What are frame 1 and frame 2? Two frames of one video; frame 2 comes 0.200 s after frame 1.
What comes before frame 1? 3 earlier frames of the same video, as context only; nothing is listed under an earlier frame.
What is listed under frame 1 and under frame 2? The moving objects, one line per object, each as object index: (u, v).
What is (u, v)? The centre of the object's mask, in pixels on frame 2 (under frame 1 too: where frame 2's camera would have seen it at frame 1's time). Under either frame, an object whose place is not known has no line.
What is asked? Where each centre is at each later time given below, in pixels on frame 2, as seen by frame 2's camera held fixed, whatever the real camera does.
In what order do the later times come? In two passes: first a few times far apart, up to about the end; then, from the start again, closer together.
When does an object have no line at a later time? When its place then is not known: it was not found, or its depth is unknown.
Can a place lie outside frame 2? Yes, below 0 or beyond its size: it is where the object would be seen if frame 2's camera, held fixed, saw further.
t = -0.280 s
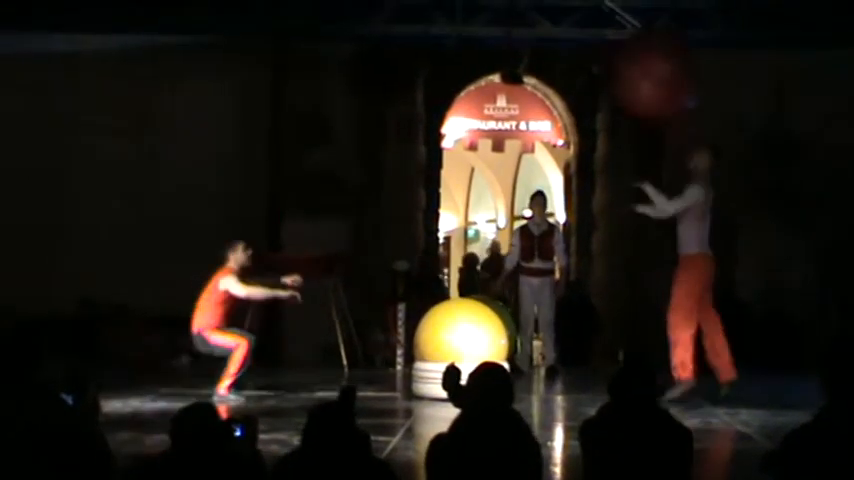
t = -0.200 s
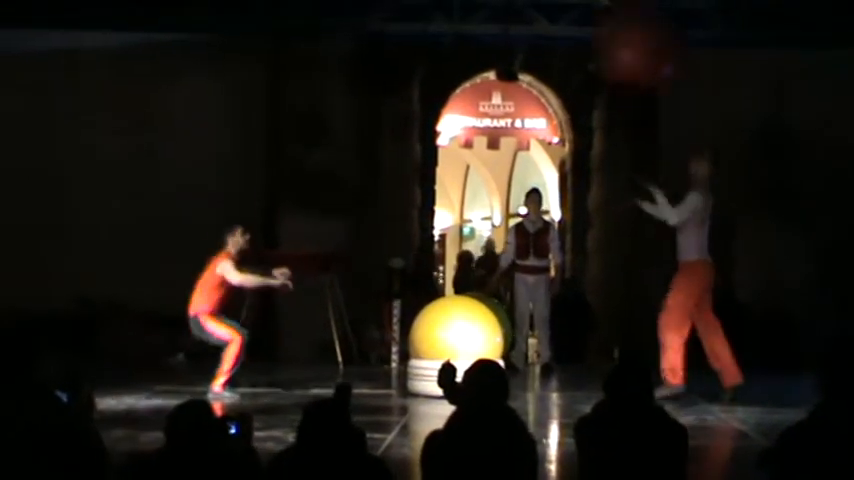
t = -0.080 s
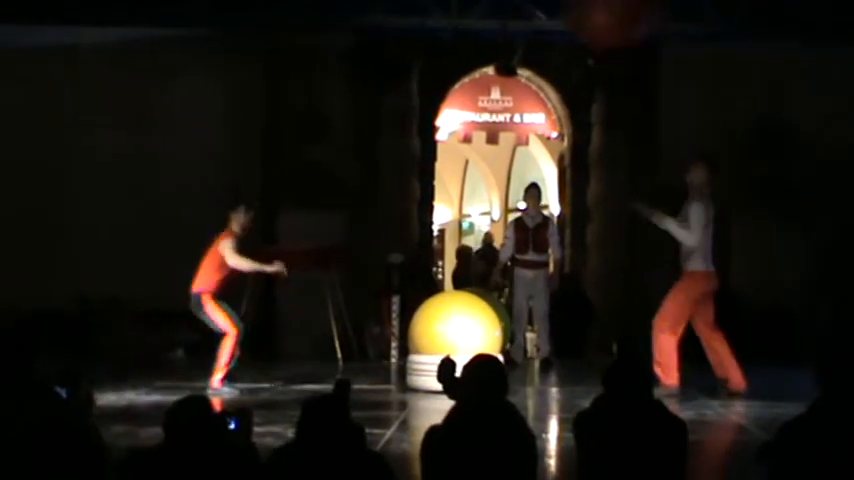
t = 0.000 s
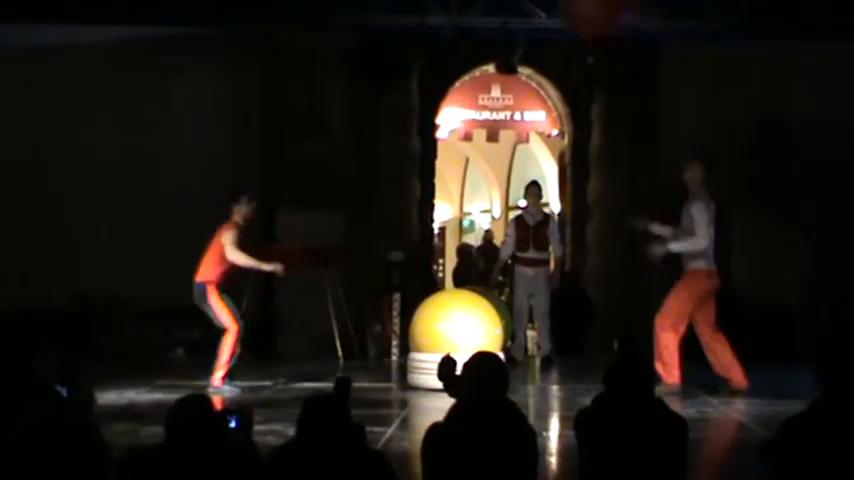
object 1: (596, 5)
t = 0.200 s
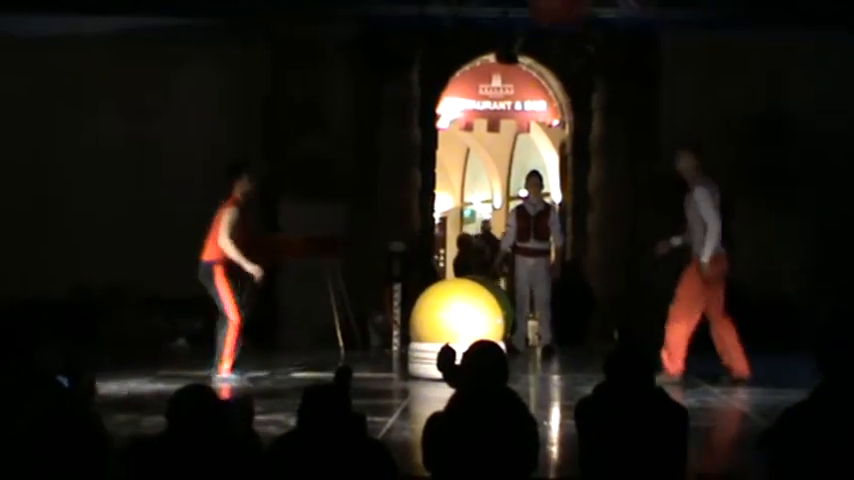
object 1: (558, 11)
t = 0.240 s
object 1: (543, 13)
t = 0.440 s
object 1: (506, 43)
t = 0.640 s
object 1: (466, 134)
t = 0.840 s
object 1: (427, 246)
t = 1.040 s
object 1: (342, 180)
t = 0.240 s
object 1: (543, 13)
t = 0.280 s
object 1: (537, 18)
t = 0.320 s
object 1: (532, 22)
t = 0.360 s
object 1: (521, 27)
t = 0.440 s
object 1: (506, 43)
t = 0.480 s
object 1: (500, 54)
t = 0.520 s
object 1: (490, 72)
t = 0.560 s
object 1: (483, 92)
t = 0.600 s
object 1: (474, 111)
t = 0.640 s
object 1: (466, 134)
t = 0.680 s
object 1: (459, 159)
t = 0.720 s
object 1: (451, 185)
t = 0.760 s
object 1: (443, 214)
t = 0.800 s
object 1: (436, 244)
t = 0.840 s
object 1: (427, 246)
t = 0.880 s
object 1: (410, 229)
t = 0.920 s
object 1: (392, 214)
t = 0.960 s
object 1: (377, 201)
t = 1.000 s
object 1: (360, 189)
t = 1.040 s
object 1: (342, 180)
